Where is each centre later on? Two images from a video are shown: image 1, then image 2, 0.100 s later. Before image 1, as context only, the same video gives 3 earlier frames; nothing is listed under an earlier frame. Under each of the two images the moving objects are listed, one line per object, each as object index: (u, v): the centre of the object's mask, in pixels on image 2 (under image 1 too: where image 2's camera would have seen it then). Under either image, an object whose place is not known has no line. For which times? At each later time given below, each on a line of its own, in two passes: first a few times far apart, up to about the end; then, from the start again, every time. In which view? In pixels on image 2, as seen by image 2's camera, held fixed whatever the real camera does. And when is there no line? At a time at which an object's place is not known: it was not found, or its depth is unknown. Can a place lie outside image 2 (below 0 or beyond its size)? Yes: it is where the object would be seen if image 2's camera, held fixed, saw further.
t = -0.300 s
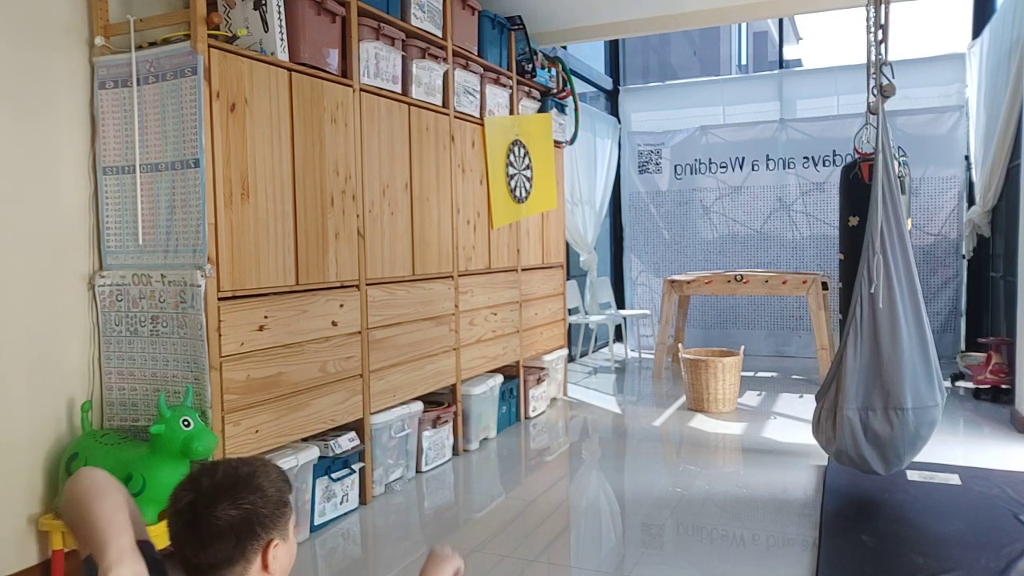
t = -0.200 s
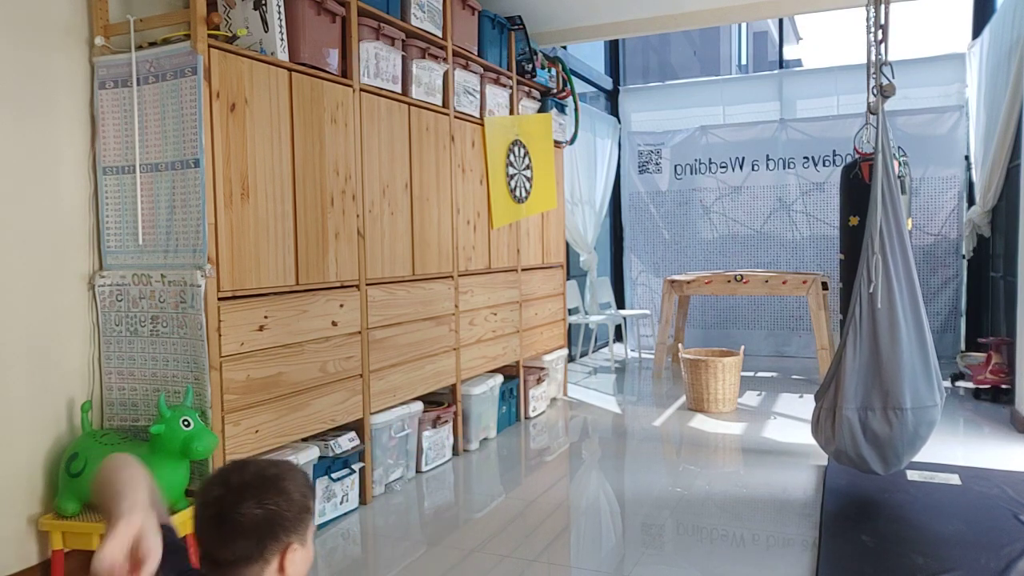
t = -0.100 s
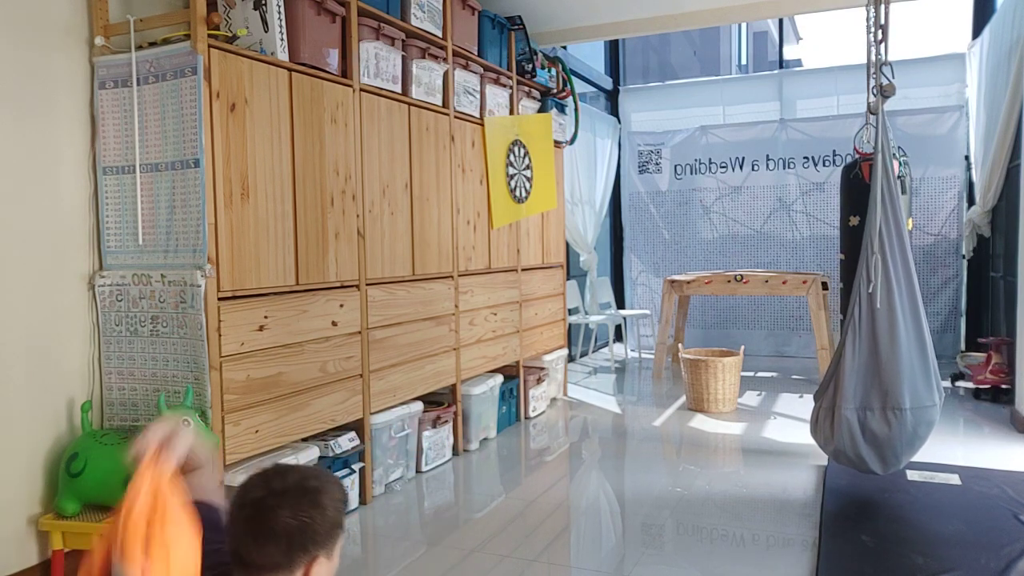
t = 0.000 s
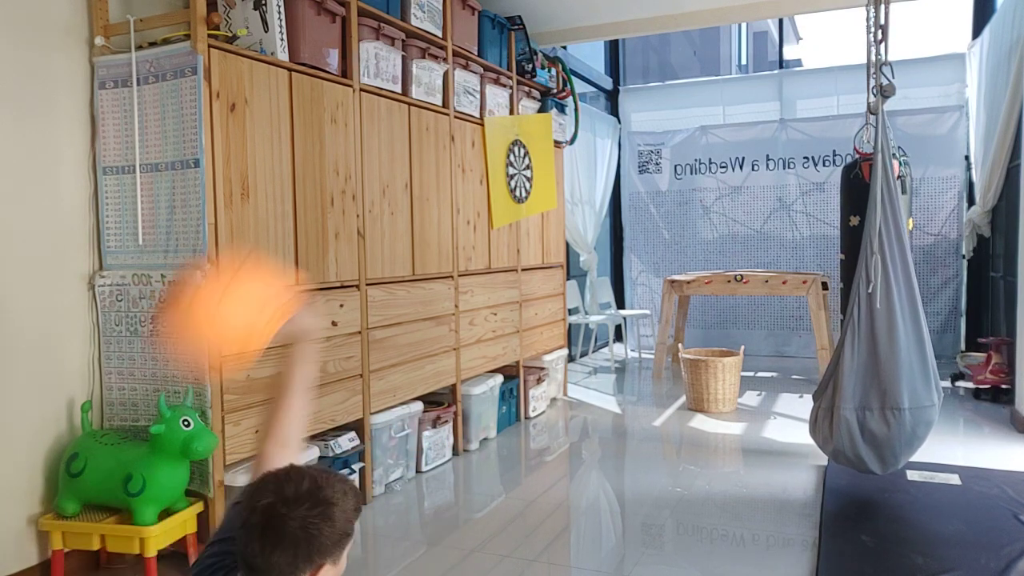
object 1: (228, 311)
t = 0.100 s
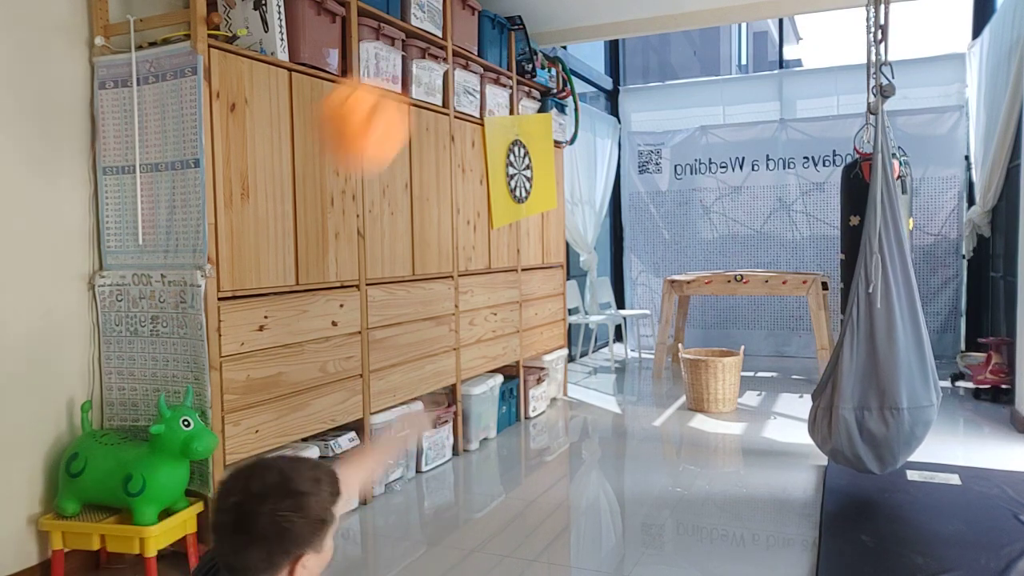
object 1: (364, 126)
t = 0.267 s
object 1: (490, 26)
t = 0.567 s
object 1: (585, 70)
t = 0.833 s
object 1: (628, 197)
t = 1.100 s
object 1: (656, 353)
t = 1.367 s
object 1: (664, 369)
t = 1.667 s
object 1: (666, 374)
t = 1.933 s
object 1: (666, 374)
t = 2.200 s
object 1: (666, 374)
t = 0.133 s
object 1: (401, 88)
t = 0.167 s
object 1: (428, 59)
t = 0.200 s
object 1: (455, 39)
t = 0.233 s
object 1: (474, 33)
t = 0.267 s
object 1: (490, 26)
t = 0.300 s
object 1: (506, 24)
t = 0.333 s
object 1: (521, 24)
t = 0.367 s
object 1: (531, 23)
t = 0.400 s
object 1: (543, 25)
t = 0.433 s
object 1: (553, 29)
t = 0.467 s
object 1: (562, 38)
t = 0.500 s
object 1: (570, 47)
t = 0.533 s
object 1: (577, 58)
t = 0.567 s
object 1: (585, 70)
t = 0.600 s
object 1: (592, 85)
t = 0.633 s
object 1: (599, 97)
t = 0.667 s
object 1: (604, 111)
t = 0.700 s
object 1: (609, 126)
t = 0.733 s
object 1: (616, 144)
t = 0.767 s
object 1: (621, 162)
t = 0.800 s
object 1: (625, 181)
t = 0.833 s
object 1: (628, 197)
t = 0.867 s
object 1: (633, 216)
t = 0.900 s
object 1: (636, 234)
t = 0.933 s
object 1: (639, 252)
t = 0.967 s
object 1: (642, 271)
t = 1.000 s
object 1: (646, 292)
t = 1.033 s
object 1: (649, 313)
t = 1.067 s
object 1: (653, 331)
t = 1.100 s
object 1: (656, 353)
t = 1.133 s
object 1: (659, 372)
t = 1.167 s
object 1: (661, 378)
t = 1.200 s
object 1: (661, 373)
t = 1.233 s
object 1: (661, 370)
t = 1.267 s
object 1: (661, 368)
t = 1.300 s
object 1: (662, 367)
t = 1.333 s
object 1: (663, 368)
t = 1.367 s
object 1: (664, 369)
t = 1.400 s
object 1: (664, 371)
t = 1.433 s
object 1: (665, 372)
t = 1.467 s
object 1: (665, 373)
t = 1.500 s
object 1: (666, 373)
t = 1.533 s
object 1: (666, 374)
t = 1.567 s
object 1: (666, 374)
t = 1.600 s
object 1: (666, 374)
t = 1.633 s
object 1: (666, 374)
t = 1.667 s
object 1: (666, 374)
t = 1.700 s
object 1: (666, 374)
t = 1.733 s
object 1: (666, 374)
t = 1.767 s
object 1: (666, 374)
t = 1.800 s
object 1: (666, 374)
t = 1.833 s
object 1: (666, 374)
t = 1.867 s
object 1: (666, 374)
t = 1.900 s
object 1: (666, 374)
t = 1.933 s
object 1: (666, 374)
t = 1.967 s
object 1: (666, 374)
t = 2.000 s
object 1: (666, 374)
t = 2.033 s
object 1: (666, 374)
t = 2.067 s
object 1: (666, 374)
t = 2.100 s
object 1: (666, 374)
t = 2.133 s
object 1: (666, 374)
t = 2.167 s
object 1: (666, 374)
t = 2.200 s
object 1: (666, 374)
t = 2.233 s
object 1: (666, 374)
